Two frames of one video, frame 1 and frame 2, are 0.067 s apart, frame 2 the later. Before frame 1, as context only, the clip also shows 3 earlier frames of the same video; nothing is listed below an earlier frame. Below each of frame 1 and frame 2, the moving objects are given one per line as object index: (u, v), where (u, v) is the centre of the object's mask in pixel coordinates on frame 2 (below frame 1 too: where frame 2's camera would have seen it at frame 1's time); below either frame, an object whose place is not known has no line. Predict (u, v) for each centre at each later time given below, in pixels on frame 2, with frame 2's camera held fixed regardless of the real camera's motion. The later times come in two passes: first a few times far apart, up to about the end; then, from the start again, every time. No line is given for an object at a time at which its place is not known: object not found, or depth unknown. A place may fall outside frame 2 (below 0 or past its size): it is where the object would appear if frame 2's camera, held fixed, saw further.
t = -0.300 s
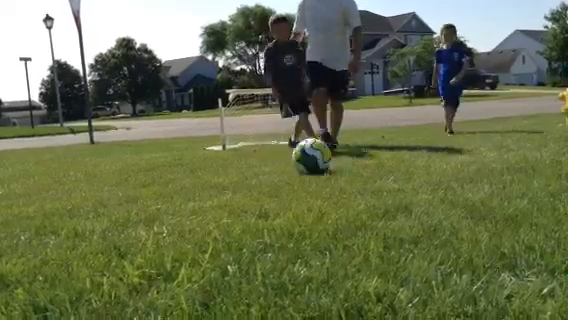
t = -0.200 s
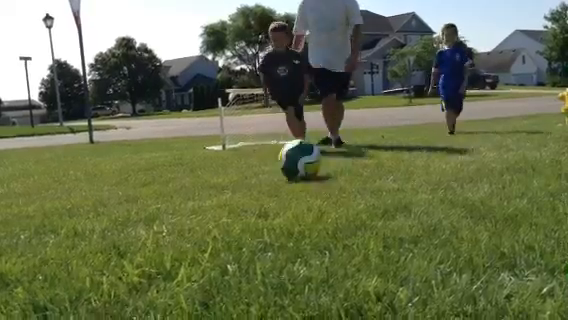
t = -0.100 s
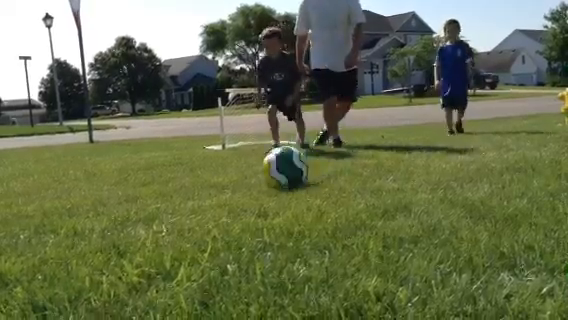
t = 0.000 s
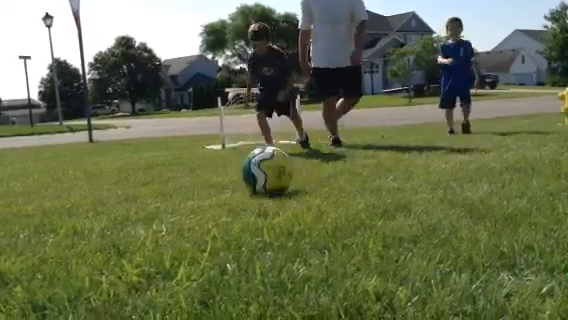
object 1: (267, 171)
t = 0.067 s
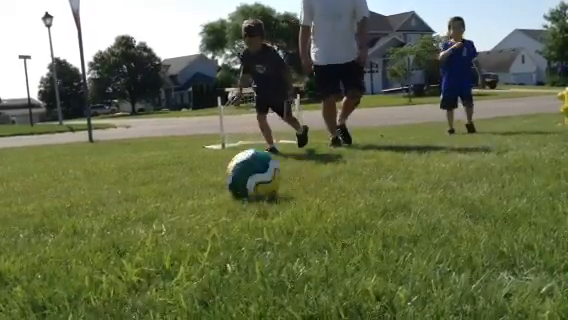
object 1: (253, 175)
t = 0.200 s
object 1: (223, 180)
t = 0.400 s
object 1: (165, 202)
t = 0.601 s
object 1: (87, 224)
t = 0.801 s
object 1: (27, 246)
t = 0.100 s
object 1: (246, 176)
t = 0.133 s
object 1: (237, 179)
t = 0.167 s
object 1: (230, 181)
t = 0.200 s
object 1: (223, 180)
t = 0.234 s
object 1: (214, 183)
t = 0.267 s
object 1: (205, 187)
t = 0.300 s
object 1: (196, 189)
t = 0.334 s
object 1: (186, 194)
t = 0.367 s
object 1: (176, 197)
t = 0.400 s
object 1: (165, 202)
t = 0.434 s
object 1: (153, 207)
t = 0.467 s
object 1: (140, 214)
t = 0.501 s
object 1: (127, 216)
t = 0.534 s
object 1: (114, 215)
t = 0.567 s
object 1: (100, 218)
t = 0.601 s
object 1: (87, 224)
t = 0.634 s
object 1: (73, 229)
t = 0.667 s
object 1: (58, 231)
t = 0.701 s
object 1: (48, 235)
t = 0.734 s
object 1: (41, 238)
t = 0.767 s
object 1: (34, 240)
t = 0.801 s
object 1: (27, 246)
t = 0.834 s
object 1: (21, 257)
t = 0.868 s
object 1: (14, 266)
